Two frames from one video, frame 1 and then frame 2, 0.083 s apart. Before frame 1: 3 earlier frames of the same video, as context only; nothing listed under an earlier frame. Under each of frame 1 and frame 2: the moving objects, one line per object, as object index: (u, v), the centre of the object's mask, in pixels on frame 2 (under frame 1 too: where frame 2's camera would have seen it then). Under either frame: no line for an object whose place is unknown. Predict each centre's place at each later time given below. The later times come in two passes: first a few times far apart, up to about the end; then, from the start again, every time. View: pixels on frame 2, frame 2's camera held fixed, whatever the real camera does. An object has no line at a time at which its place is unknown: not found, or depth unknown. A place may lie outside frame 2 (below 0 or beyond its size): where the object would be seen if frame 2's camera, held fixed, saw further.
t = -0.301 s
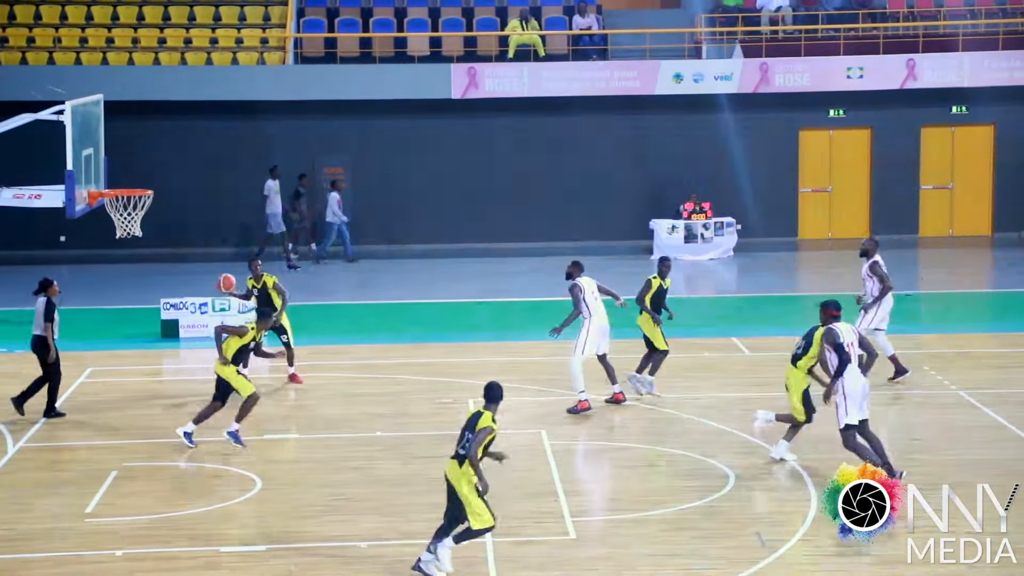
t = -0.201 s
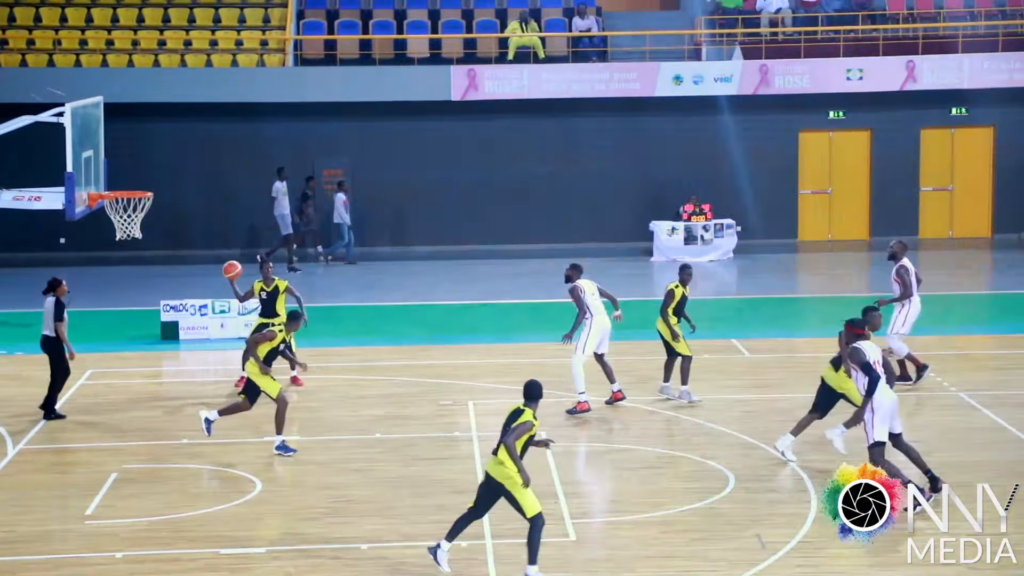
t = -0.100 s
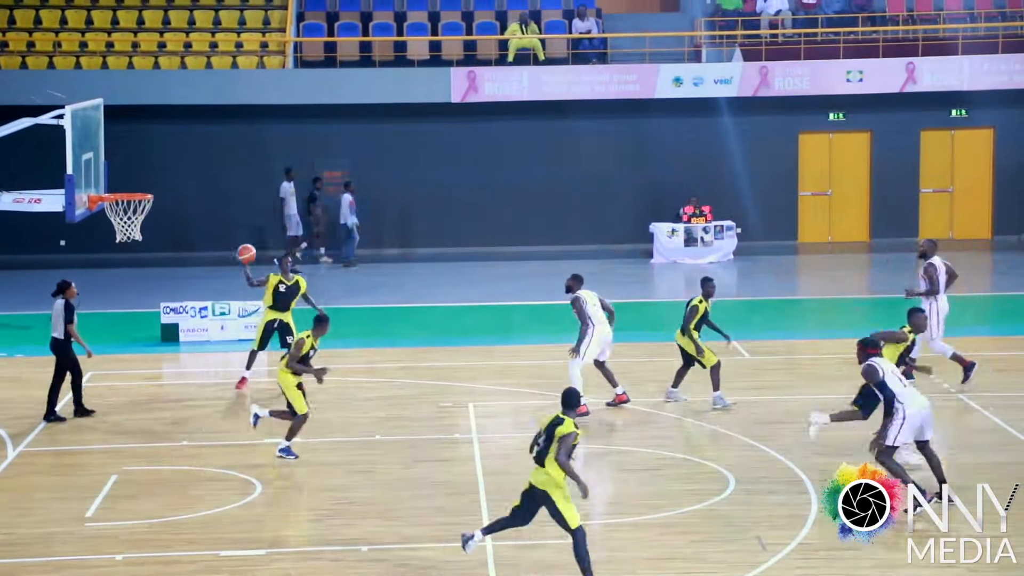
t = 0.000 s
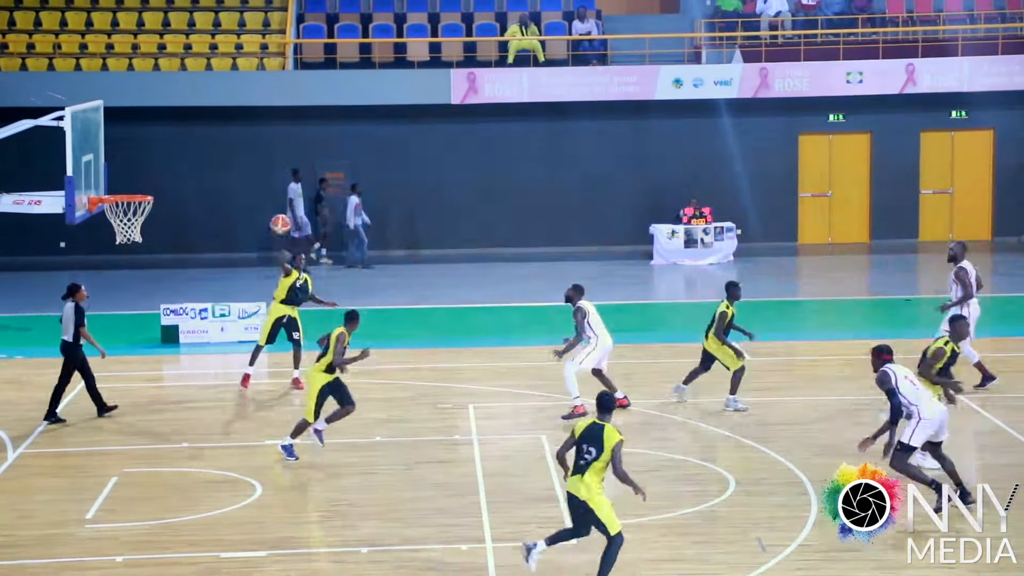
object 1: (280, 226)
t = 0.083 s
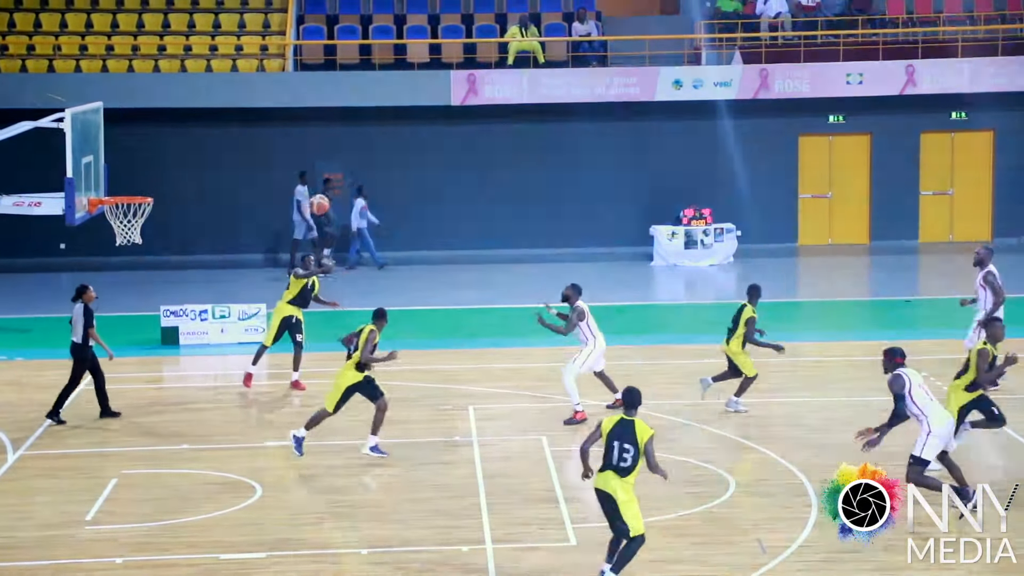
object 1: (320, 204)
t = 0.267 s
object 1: (412, 171)
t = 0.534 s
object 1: (572, 164)
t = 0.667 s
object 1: (666, 183)
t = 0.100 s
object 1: (327, 201)
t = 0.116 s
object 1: (335, 197)
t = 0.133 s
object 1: (344, 193)
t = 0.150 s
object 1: (351, 190)
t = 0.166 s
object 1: (360, 187)
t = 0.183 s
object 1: (368, 184)
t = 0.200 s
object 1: (377, 181)
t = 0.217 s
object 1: (386, 179)
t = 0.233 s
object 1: (394, 176)
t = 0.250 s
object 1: (403, 173)
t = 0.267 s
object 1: (412, 171)
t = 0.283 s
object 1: (421, 169)
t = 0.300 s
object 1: (430, 168)
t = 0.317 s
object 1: (440, 166)
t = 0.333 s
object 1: (449, 165)
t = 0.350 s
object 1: (459, 163)
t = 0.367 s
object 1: (469, 162)
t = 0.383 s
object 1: (478, 162)
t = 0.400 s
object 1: (488, 160)
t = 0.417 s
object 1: (498, 160)
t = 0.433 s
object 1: (508, 160)
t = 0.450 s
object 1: (518, 160)
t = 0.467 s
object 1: (528, 160)
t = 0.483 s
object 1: (539, 161)
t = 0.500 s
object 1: (550, 161)
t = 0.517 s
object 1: (561, 163)
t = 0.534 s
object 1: (572, 164)
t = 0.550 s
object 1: (583, 166)
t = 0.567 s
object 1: (594, 167)
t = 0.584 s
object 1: (605, 170)
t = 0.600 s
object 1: (617, 172)
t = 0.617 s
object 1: (629, 174)
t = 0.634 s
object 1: (641, 177)
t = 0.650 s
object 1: (653, 180)
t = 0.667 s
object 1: (666, 183)
